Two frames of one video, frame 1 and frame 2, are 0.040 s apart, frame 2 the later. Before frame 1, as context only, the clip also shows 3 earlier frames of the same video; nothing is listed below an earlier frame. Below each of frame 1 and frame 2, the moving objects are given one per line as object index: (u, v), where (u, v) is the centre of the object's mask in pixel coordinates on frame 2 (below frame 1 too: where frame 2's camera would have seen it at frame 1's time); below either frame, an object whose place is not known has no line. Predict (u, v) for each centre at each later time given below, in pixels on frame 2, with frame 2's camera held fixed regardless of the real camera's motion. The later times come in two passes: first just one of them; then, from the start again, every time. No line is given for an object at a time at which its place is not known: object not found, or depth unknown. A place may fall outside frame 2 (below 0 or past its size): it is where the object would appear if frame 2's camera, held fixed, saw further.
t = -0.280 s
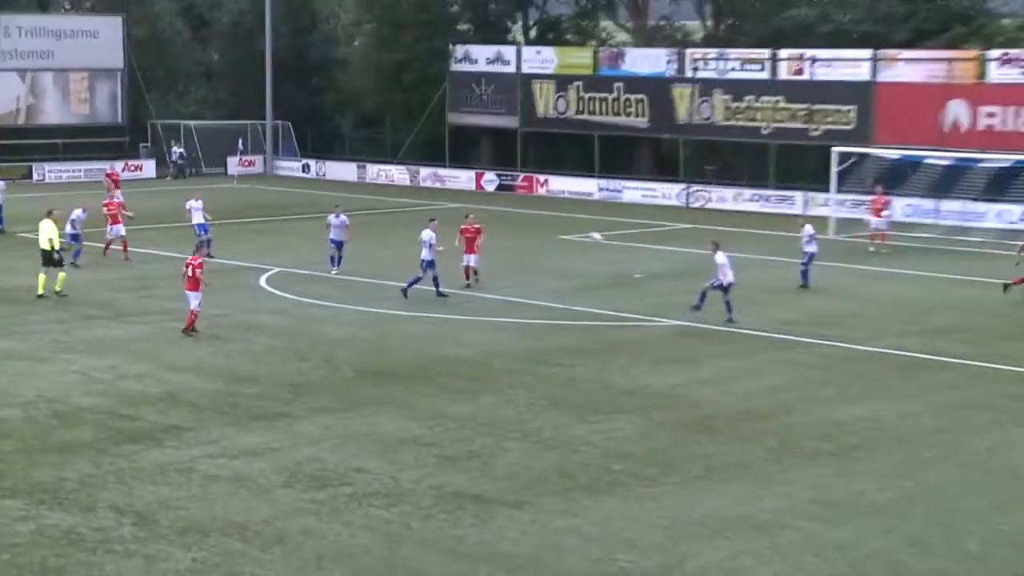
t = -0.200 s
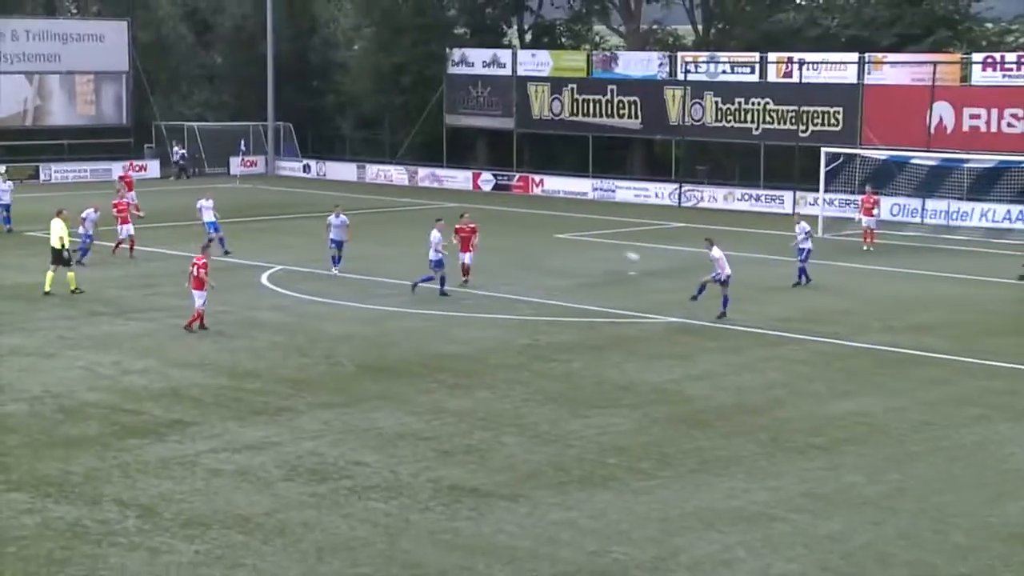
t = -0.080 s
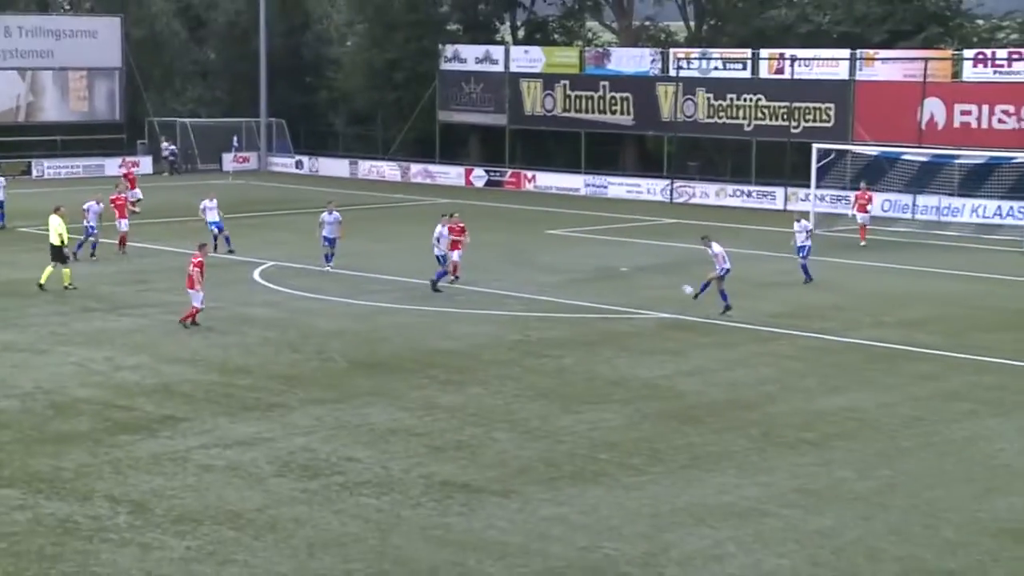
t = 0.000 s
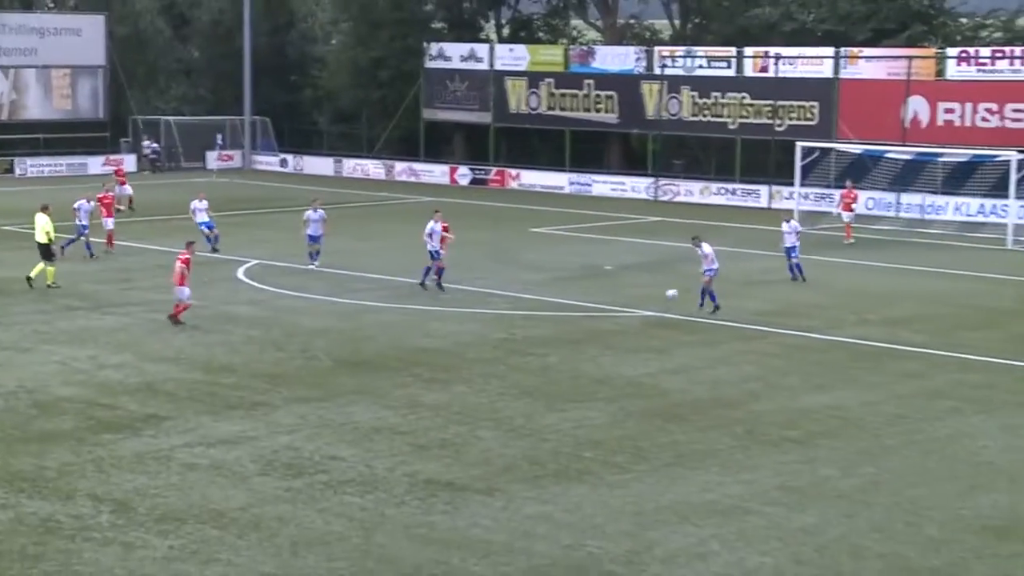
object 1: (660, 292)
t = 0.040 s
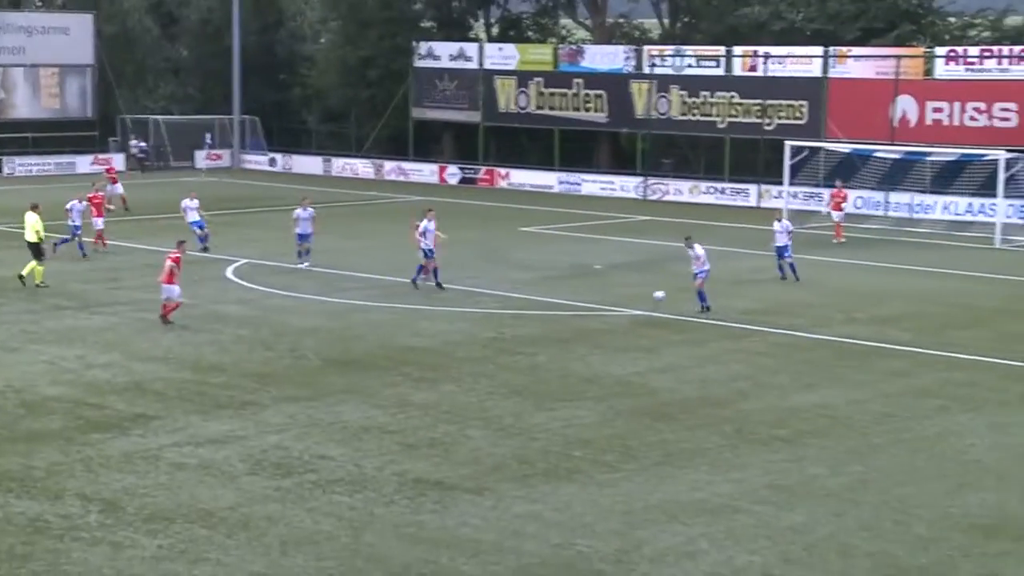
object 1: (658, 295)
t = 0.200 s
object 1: (647, 310)
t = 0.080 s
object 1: (655, 297)
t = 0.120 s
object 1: (653, 302)
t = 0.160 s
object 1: (650, 306)
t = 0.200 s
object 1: (647, 310)
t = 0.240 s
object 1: (645, 317)
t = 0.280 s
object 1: (644, 316)
